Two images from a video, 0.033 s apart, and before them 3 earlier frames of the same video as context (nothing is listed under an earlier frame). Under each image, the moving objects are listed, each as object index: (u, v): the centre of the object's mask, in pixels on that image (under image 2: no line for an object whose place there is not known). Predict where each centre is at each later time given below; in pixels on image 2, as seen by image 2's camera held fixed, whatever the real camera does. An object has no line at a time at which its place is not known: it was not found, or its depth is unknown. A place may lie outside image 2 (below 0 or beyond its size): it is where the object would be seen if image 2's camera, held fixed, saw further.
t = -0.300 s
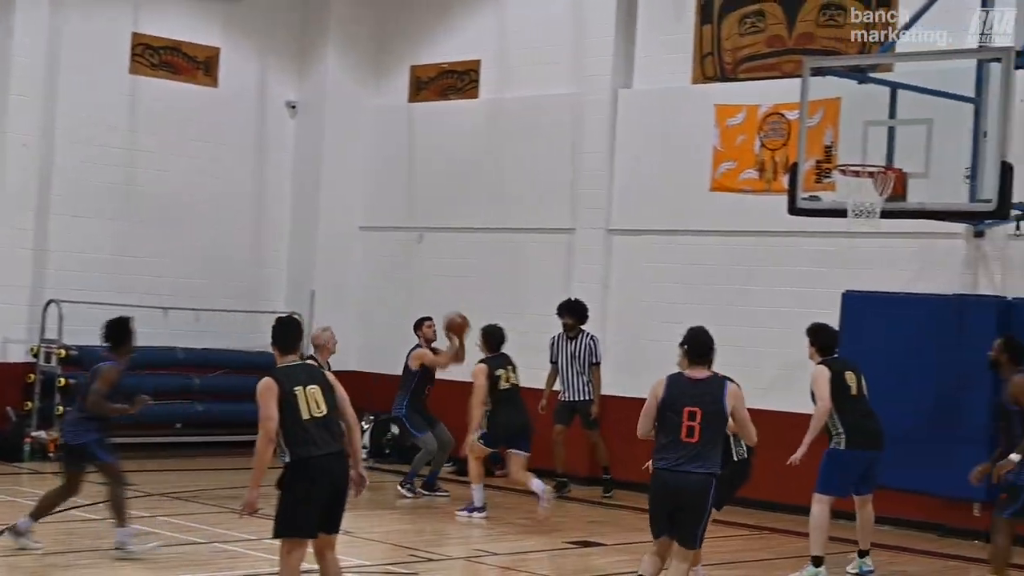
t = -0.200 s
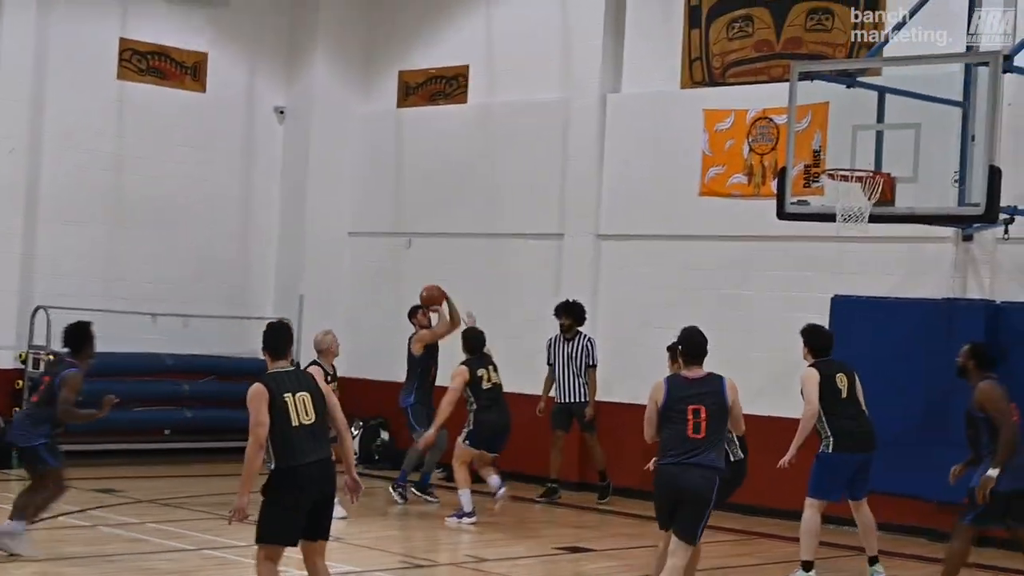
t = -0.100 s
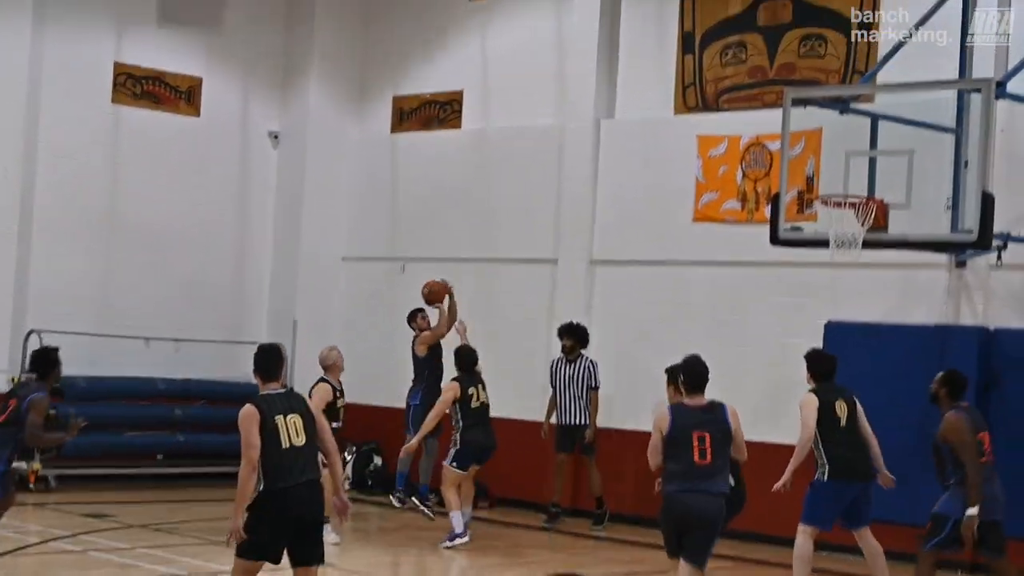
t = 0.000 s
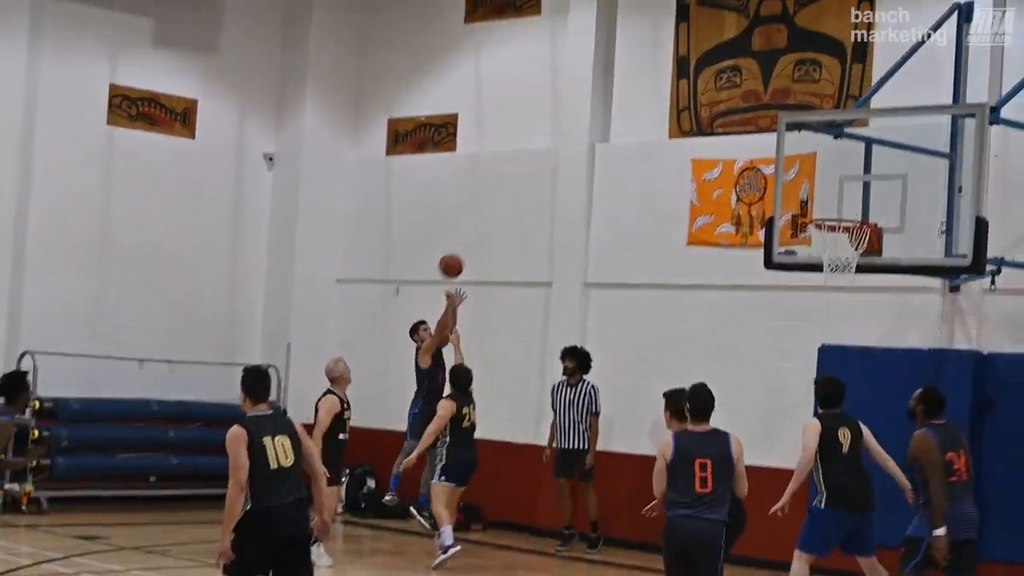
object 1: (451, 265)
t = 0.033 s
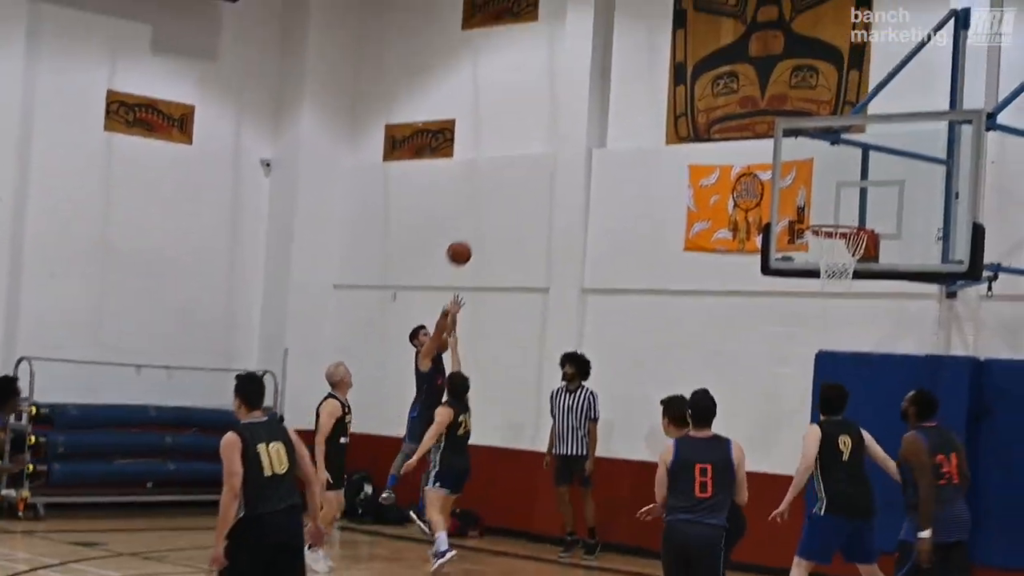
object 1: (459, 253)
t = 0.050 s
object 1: (464, 244)
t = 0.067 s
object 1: (470, 235)
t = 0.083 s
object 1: (475, 226)
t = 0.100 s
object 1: (481, 218)
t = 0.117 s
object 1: (487, 209)
